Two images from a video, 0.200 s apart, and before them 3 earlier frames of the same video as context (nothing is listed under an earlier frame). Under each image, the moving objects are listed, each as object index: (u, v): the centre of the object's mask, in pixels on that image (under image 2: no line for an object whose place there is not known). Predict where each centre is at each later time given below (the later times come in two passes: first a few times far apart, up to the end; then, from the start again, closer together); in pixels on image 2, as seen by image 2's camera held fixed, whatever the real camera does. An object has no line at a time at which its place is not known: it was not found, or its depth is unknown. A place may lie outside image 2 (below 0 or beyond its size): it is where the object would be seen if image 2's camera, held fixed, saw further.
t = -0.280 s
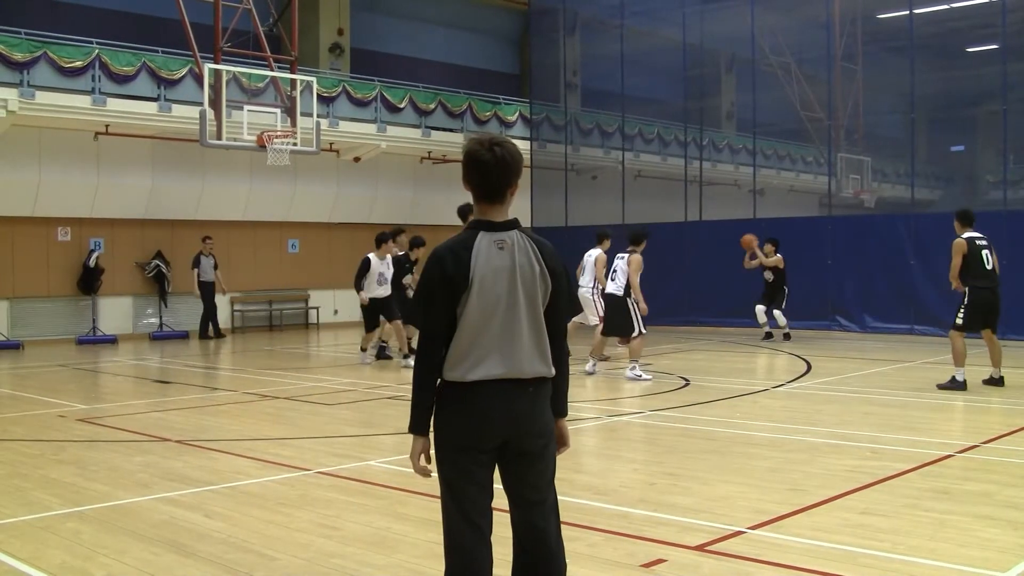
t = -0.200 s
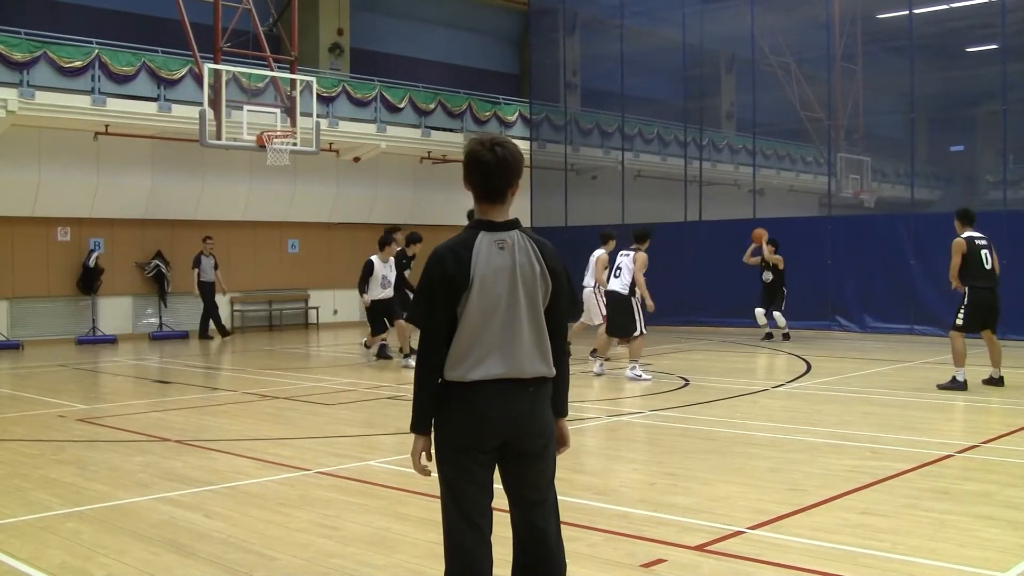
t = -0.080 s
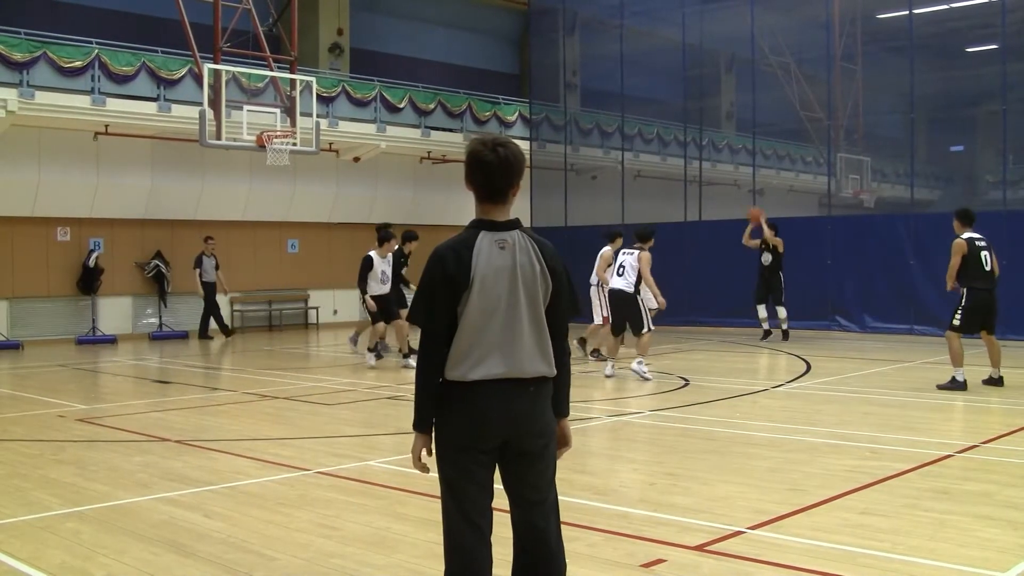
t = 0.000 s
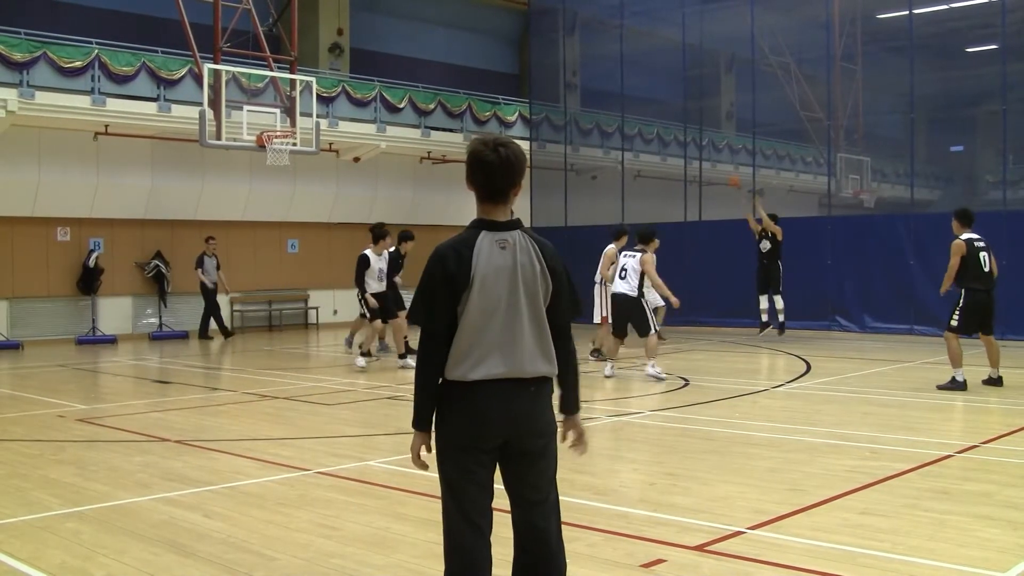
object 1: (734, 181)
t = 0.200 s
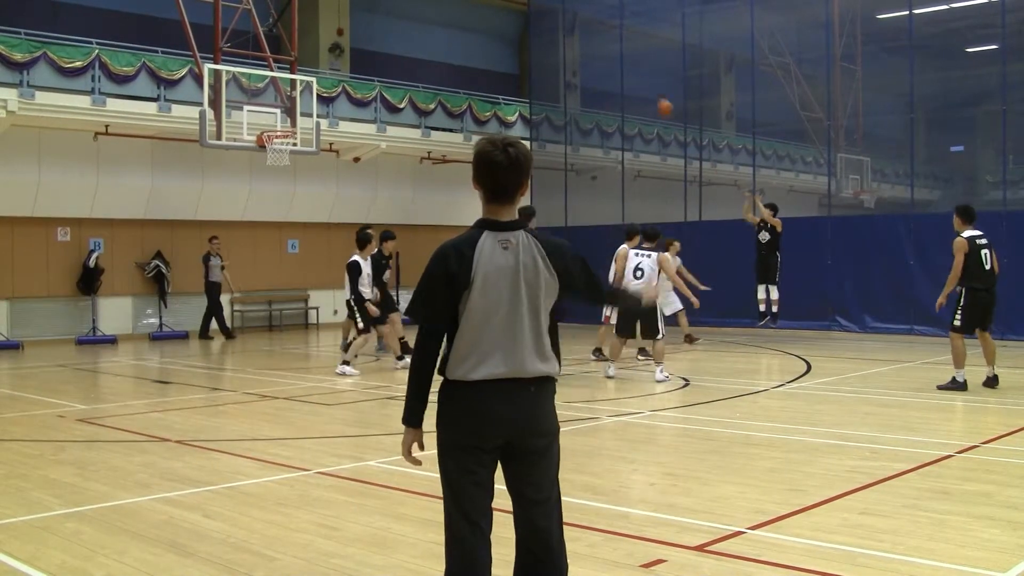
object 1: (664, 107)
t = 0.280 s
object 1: (636, 84)
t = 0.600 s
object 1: (520, 33)
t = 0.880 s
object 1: (417, 42)
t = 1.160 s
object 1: (308, 110)
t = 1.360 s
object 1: (251, 120)
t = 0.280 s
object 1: (636, 84)
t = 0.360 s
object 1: (607, 66)
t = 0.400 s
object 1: (593, 58)
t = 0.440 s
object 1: (579, 51)
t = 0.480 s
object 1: (564, 44)
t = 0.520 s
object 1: (549, 40)
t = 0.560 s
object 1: (535, 36)
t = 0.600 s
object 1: (520, 33)
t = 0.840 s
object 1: (431, 38)
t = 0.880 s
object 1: (417, 42)
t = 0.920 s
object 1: (401, 48)
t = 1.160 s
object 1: (308, 110)
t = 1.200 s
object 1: (294, 124)
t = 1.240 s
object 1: (283, 122)
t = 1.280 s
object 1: (273, 122)
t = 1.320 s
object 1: (262, 121)
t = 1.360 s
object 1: (251, 120)
